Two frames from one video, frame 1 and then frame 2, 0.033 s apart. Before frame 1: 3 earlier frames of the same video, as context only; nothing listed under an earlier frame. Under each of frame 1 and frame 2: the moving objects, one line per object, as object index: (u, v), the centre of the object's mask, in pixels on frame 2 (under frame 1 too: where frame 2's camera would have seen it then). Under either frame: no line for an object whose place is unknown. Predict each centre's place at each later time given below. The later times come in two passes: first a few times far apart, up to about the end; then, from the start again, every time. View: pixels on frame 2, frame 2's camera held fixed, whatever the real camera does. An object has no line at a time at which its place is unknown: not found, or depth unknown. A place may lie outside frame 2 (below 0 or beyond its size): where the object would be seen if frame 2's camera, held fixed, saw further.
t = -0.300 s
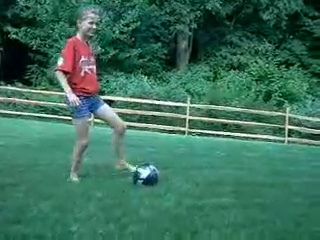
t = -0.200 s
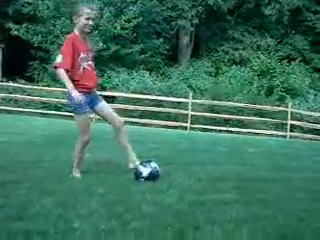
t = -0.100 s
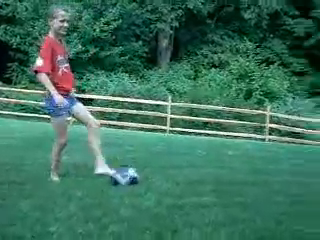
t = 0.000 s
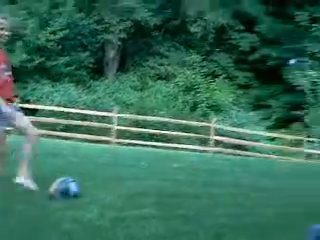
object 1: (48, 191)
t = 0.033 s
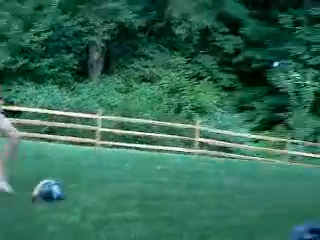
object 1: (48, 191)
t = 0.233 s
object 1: (42, 191)
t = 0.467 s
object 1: (49, 190)
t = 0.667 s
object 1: (53, 189)
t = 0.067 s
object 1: (46, 191)
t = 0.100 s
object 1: (45, 191)
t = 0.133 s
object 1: (45, 192)
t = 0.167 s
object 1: (44, 191)
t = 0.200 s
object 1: (43, 191)
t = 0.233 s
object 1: (42, 191)
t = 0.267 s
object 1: (43, 191)
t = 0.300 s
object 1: (44, 190)
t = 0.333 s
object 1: (45, 190)
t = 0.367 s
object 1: (46, 190)
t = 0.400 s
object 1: (47, 190)
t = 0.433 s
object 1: (48, 190)
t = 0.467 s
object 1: (49, 190)
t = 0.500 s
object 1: (50, 190)
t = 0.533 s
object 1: (51, 190)
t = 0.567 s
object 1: (53, 189)
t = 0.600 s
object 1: (51, 189)
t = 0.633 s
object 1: (52, 189)
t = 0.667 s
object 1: (53, 189)
